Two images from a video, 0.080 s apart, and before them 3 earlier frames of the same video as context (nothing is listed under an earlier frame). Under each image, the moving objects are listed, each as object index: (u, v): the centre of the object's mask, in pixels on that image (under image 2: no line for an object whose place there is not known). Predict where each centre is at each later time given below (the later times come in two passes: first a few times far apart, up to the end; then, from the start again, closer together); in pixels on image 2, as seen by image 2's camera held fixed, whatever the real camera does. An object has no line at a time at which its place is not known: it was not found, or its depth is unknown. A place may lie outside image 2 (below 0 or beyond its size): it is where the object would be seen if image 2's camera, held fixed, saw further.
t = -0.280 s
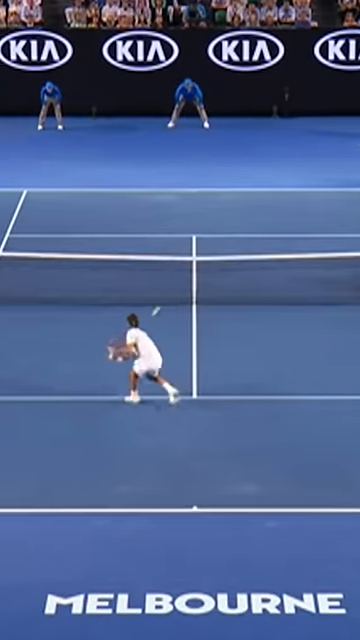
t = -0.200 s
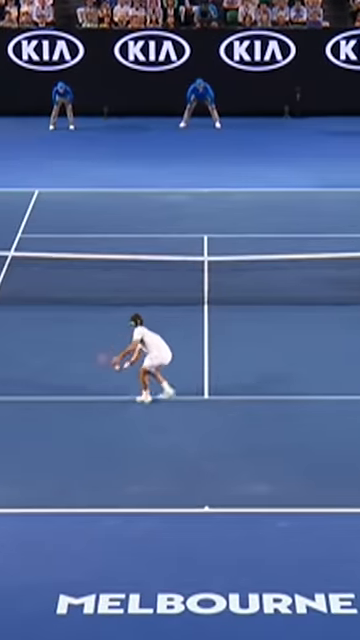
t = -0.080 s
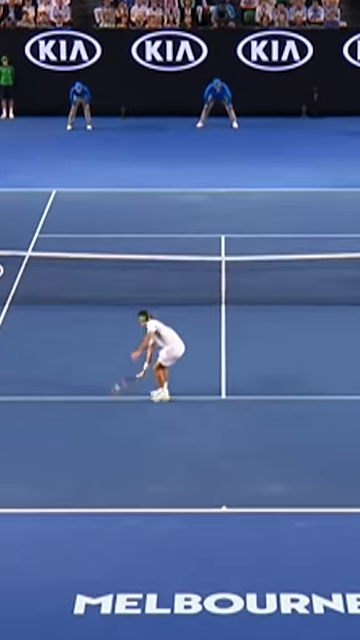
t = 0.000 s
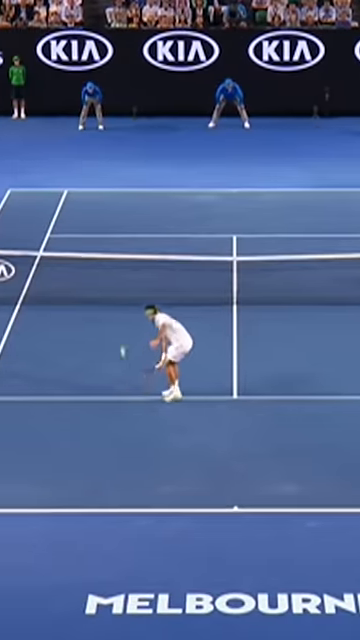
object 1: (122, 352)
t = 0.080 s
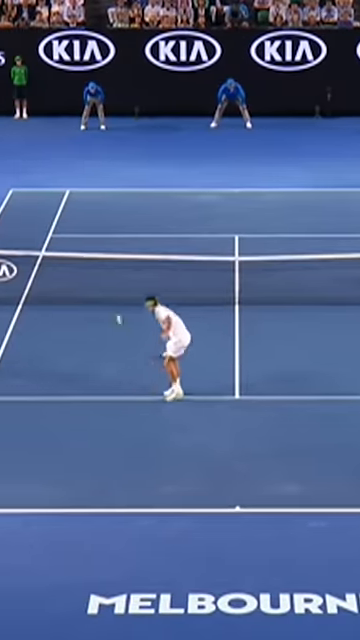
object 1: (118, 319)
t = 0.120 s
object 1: (115, 305)
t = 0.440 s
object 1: (96, 235)
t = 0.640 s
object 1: (85, 222)
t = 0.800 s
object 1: (77, 225)
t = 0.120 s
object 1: (115, 305)
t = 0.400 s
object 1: (98, 240)
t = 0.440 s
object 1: (96, 235)
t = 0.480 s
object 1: (93, 230)
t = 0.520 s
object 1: (91, 227)
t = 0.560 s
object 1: (89, 225)
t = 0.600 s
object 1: (87, 223)
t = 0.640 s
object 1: (85, 222)
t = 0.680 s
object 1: (83, 222)
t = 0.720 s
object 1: (80, 223)
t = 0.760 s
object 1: (78, 224)
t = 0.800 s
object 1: (77, 225)
